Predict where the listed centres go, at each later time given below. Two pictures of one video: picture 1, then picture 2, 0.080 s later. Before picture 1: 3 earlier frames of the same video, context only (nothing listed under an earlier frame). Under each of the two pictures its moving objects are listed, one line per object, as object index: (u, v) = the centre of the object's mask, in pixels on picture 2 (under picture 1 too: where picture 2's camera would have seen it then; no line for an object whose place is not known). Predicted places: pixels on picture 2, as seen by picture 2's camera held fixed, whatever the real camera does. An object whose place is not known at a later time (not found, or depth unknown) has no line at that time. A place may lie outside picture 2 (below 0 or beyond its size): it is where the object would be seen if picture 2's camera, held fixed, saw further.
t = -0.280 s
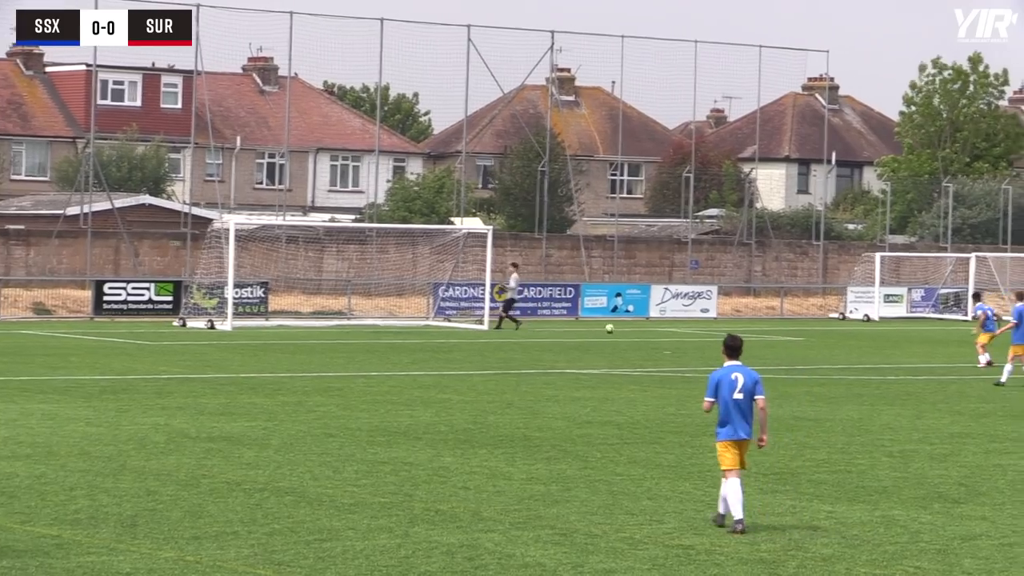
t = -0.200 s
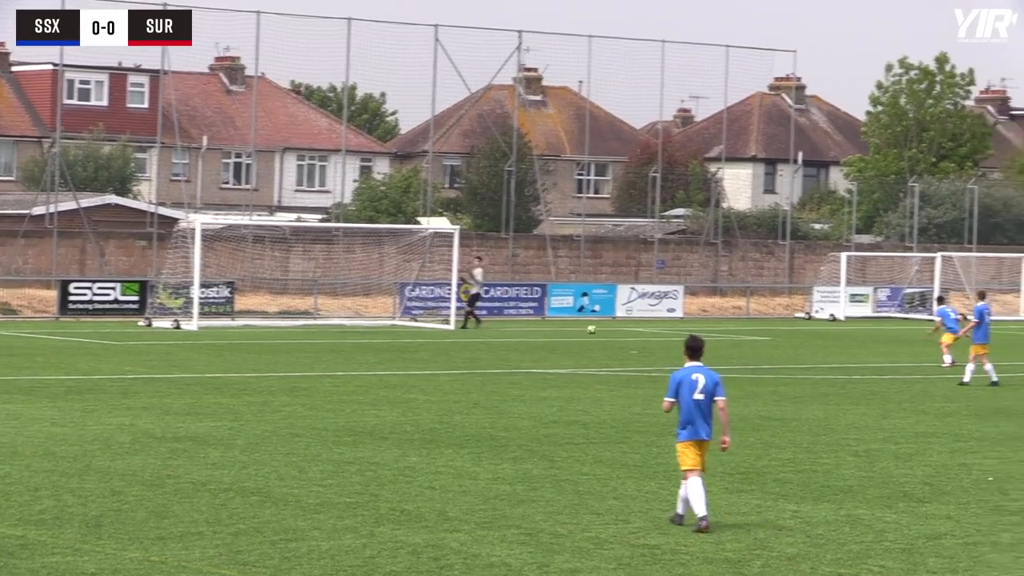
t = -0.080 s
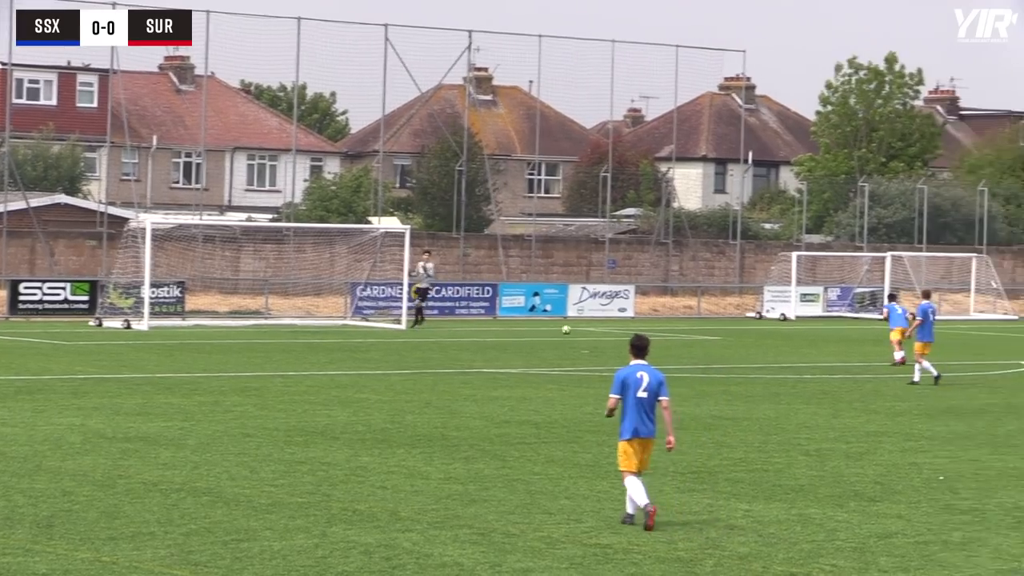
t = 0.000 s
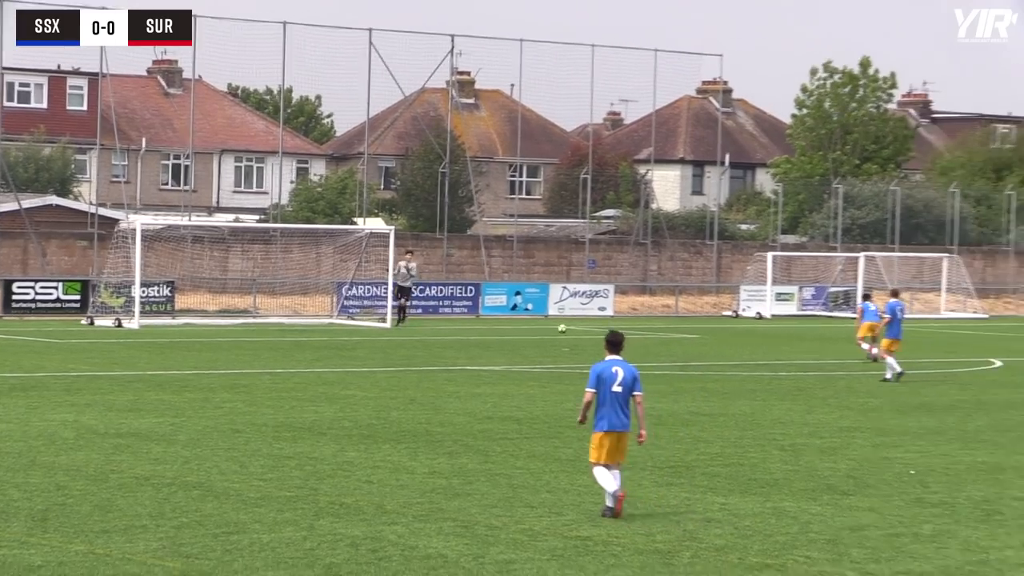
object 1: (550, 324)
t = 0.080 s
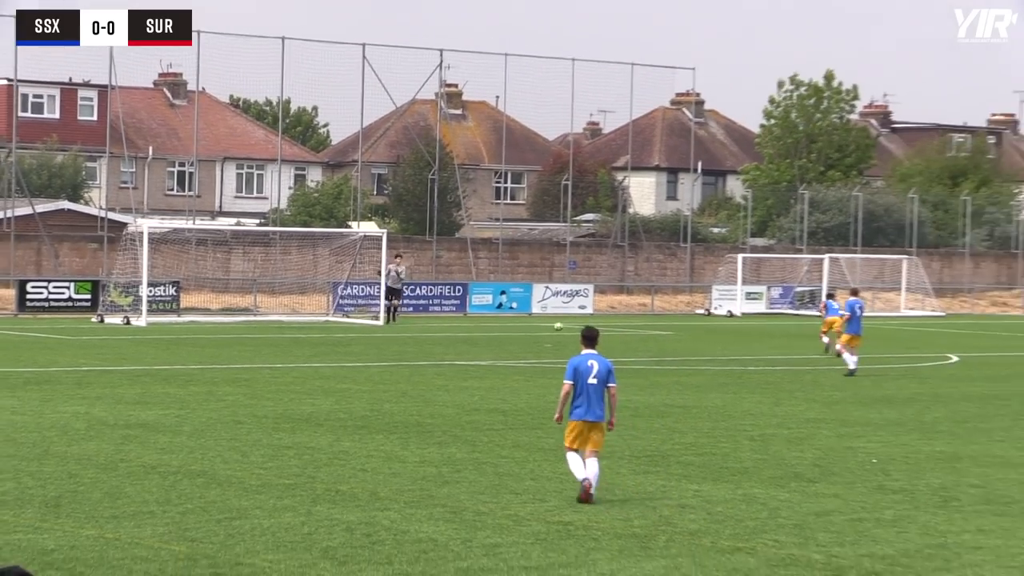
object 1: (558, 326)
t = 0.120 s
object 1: (563, 326)
